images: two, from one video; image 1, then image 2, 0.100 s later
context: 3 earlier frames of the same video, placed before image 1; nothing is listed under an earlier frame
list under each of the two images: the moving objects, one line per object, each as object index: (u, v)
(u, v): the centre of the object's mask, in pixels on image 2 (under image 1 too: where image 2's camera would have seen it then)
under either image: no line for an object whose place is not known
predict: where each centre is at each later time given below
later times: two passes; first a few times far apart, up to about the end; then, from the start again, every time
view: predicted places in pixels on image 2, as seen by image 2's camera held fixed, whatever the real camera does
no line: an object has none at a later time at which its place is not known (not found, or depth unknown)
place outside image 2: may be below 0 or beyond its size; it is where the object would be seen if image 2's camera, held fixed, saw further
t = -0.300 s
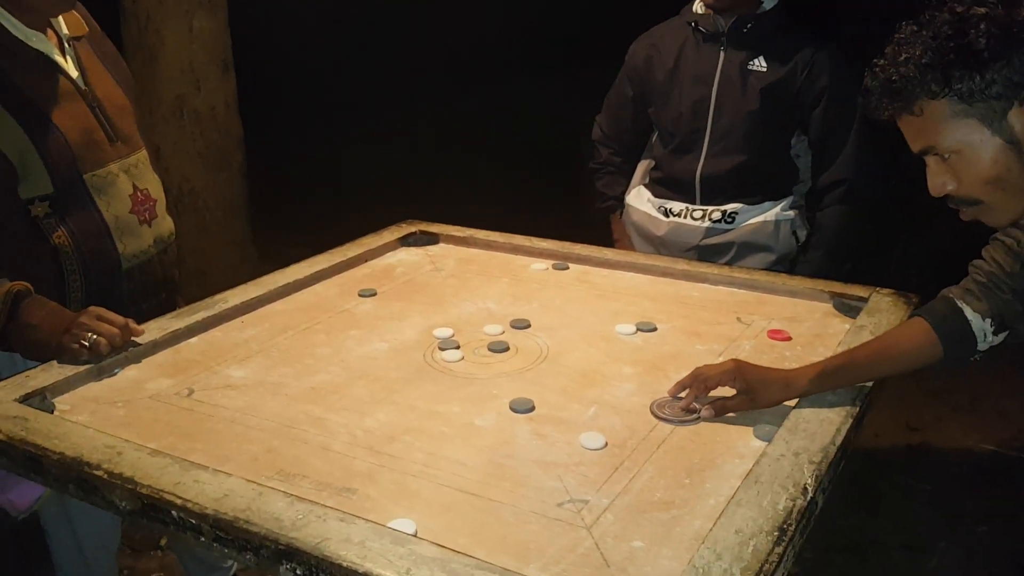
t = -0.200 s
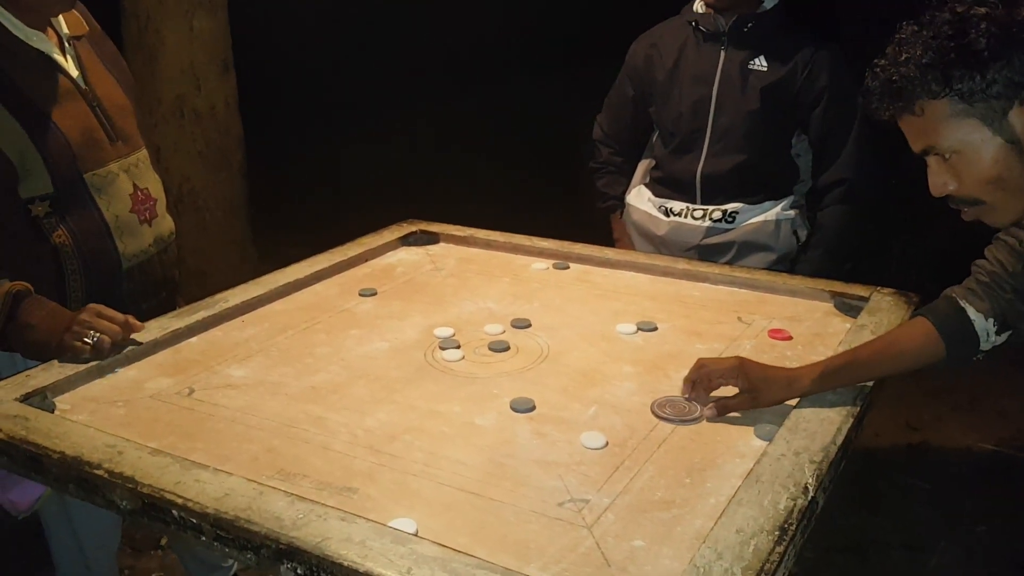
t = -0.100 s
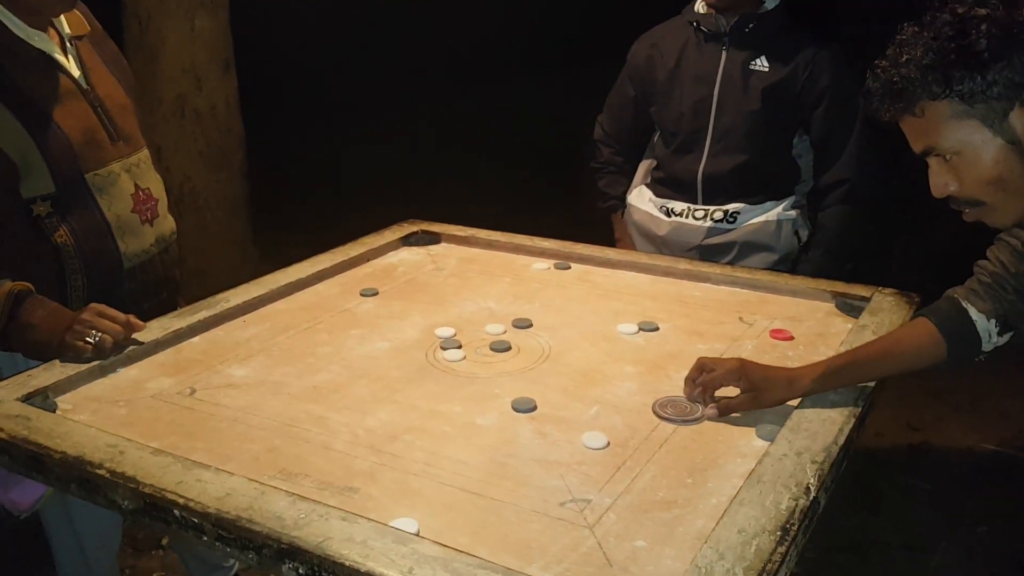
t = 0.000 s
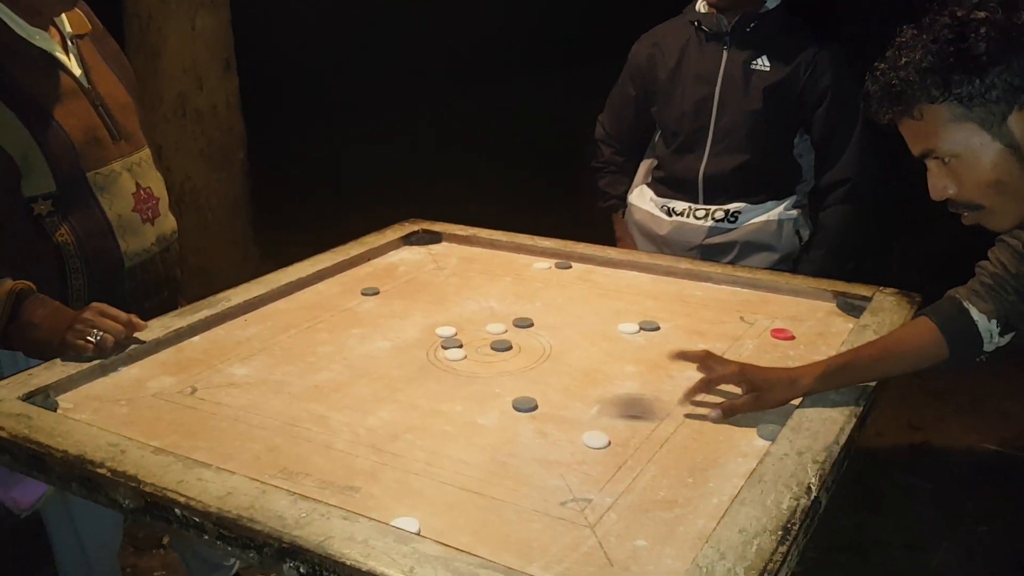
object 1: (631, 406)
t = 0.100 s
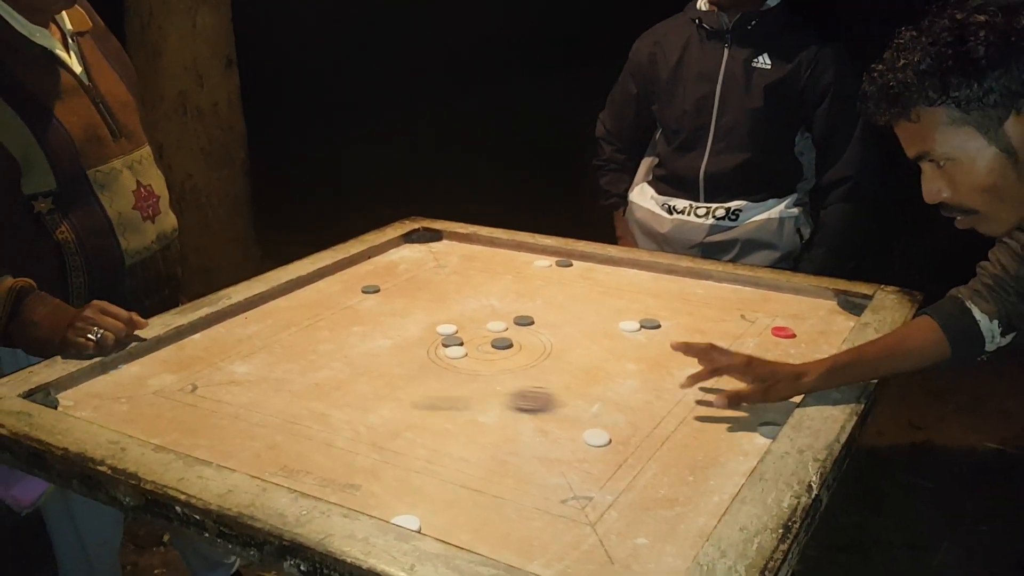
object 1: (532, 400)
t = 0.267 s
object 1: (422, 397)
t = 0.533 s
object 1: (284, 400)
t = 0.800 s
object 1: (190, 408)
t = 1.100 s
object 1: (170, 411)
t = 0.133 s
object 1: (507, 399)
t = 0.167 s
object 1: (485, 398)
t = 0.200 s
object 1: (463, 398)
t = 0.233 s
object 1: (442, 397)
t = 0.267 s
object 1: (422, 397)
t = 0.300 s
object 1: (402, 397)
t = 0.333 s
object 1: (383, 397)
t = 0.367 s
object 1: (365, 397)
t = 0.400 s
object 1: (346, 398)
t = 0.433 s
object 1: (330, 398)
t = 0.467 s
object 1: (314, 398)
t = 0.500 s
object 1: (298, 399)
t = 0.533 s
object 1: (284, 400)
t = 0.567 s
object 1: (269, 401)
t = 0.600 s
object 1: (256, 401)
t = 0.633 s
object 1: (243, 402)
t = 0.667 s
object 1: (231, 404)
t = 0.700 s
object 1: (219, 405)
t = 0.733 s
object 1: (209, 406)
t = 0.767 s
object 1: (199, 407)
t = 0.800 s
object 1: (190, 408)
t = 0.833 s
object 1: (183, 409)
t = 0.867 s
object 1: (177, 410)
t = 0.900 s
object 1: (173, 410)
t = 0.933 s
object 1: (171, 411)
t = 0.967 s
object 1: (170, 411)
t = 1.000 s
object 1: (170, 411)
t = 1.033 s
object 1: (170, 411)
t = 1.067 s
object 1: (170, 411)
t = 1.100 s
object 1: (170, 411)
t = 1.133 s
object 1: (171, 411)
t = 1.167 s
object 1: (170, 411)
